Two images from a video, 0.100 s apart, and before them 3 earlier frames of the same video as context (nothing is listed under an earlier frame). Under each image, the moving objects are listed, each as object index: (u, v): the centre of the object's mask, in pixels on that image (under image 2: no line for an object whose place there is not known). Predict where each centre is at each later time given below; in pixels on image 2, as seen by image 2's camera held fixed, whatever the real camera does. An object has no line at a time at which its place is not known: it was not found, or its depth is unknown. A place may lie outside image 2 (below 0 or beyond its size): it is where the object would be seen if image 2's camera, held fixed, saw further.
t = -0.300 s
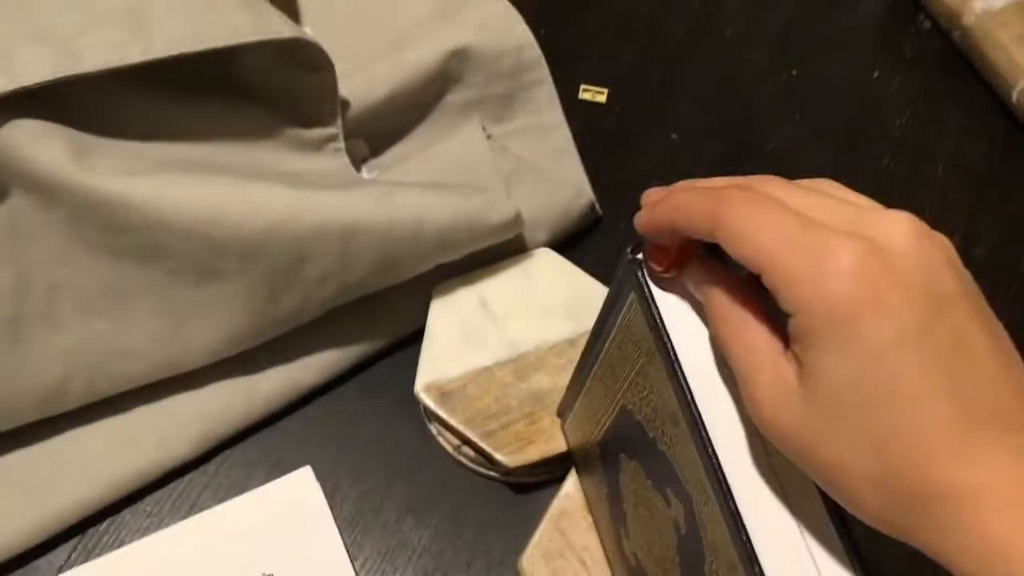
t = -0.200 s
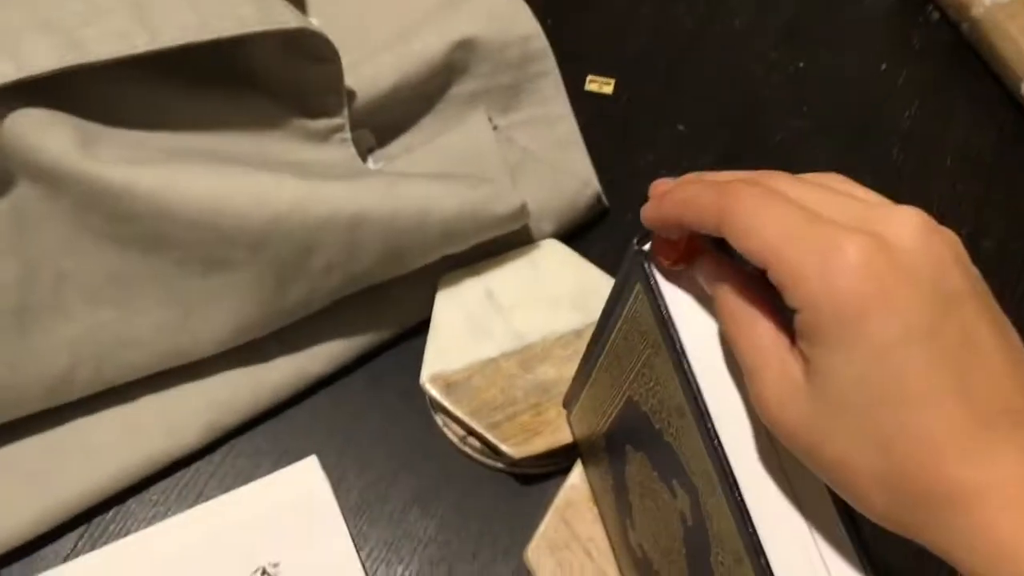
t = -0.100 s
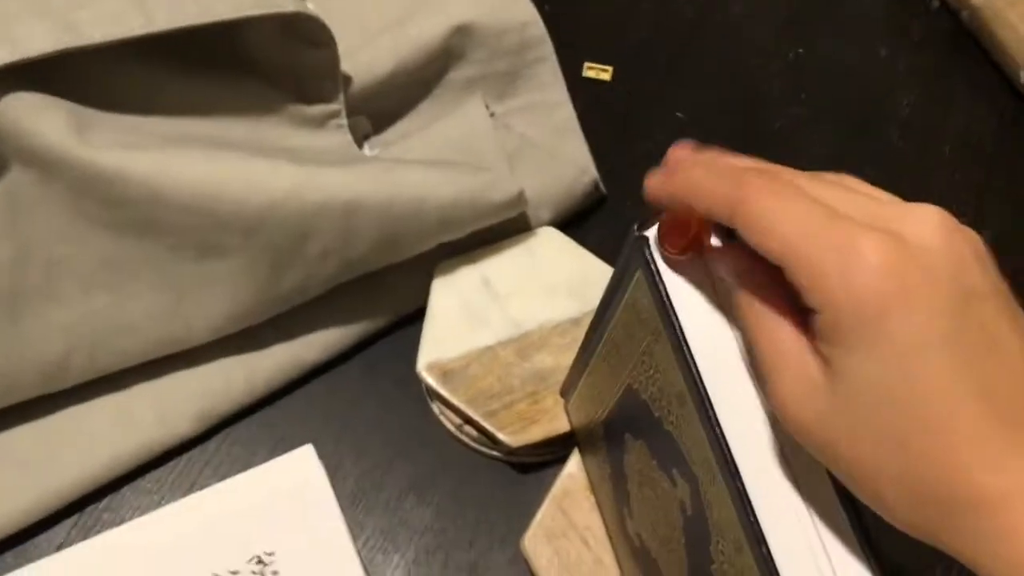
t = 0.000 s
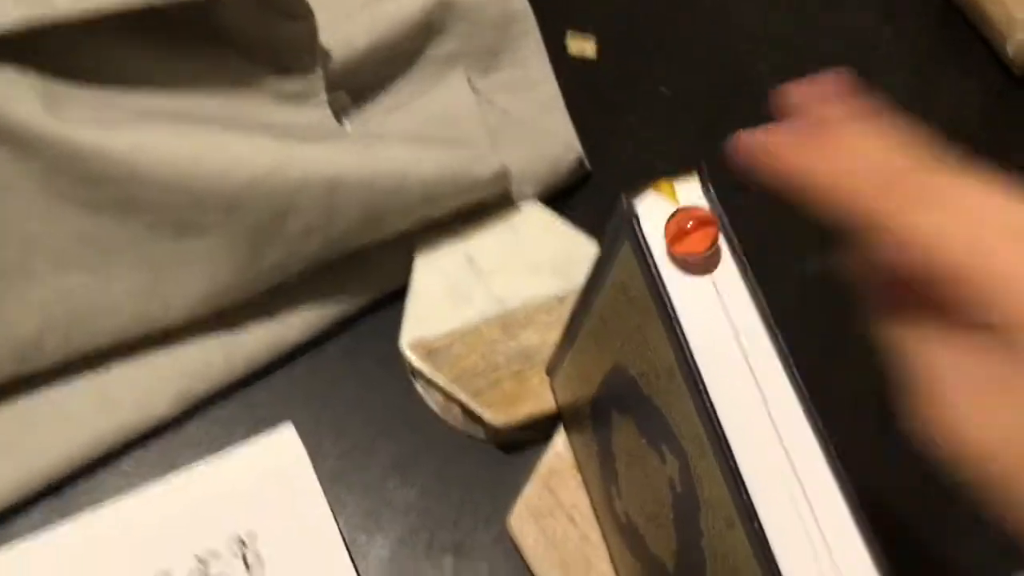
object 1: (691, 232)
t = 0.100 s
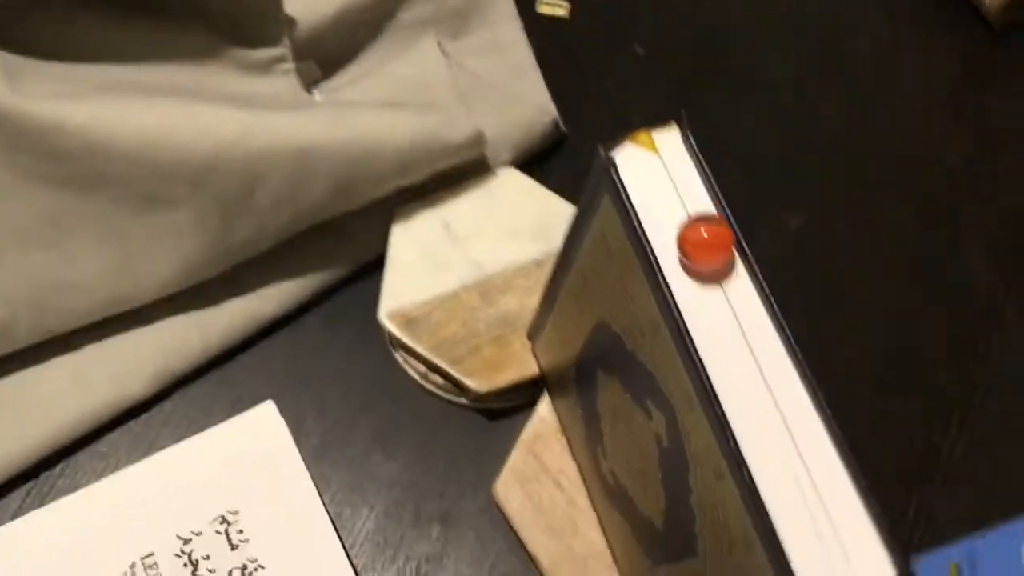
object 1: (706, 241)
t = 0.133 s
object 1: (720, 269)
